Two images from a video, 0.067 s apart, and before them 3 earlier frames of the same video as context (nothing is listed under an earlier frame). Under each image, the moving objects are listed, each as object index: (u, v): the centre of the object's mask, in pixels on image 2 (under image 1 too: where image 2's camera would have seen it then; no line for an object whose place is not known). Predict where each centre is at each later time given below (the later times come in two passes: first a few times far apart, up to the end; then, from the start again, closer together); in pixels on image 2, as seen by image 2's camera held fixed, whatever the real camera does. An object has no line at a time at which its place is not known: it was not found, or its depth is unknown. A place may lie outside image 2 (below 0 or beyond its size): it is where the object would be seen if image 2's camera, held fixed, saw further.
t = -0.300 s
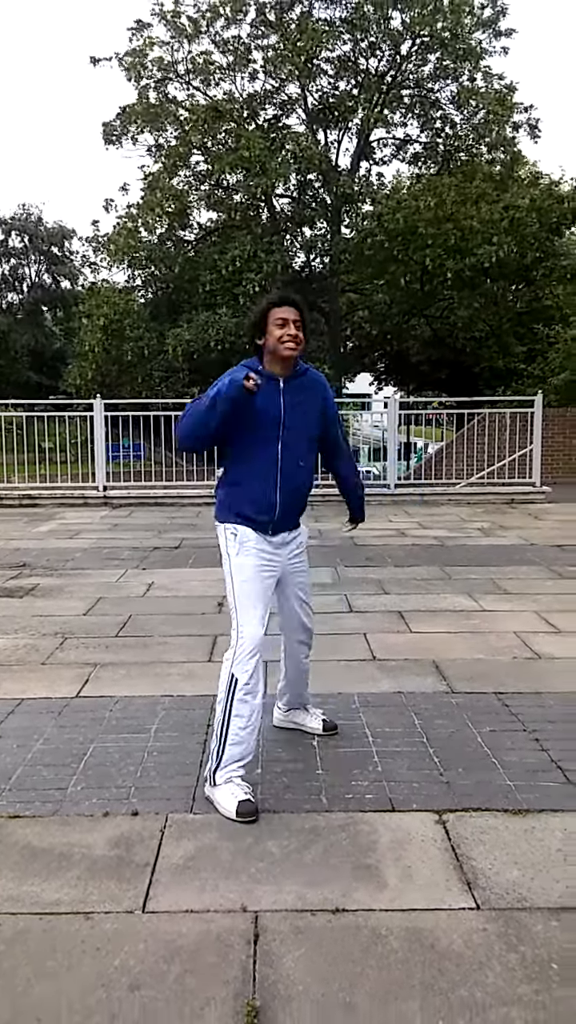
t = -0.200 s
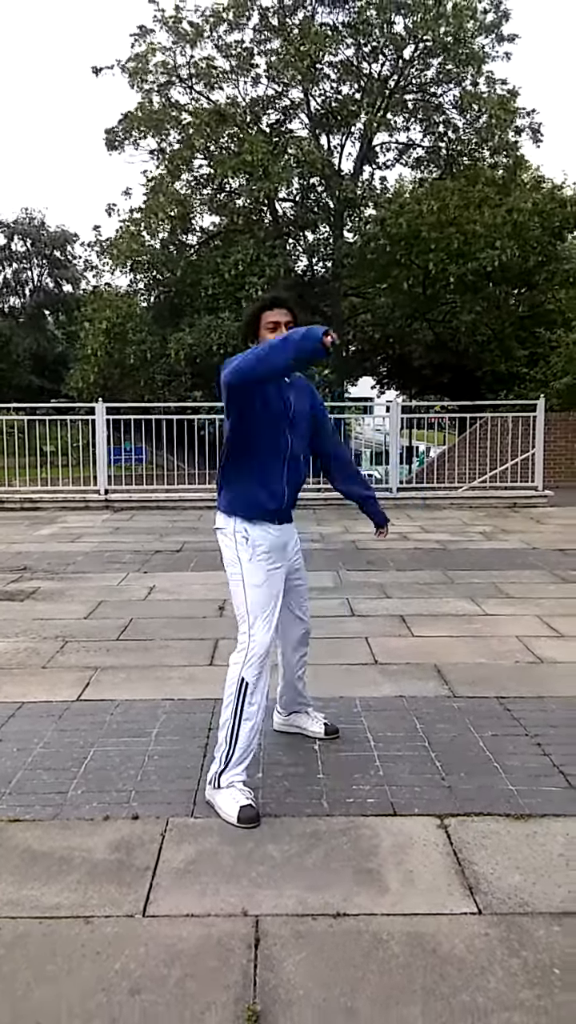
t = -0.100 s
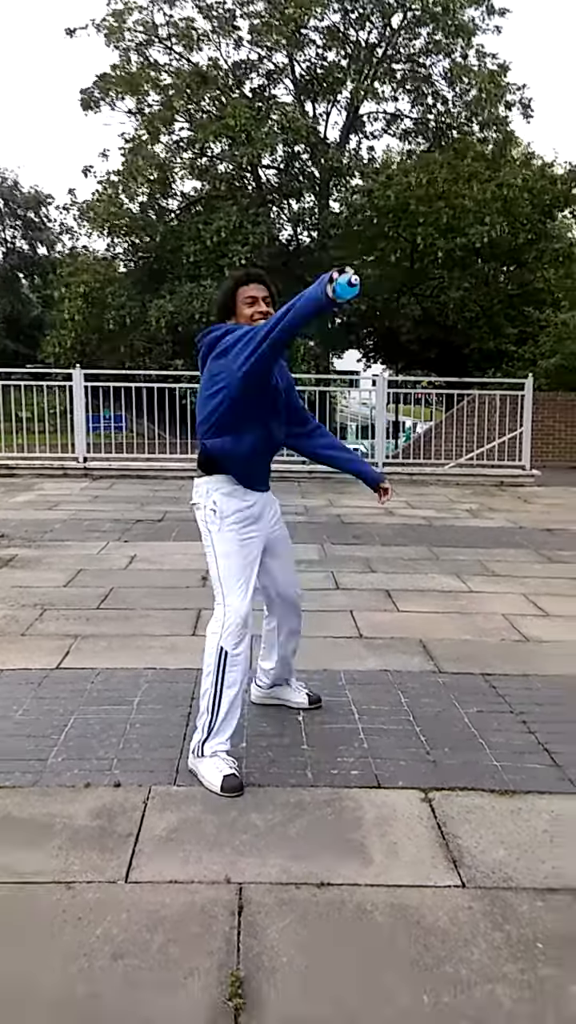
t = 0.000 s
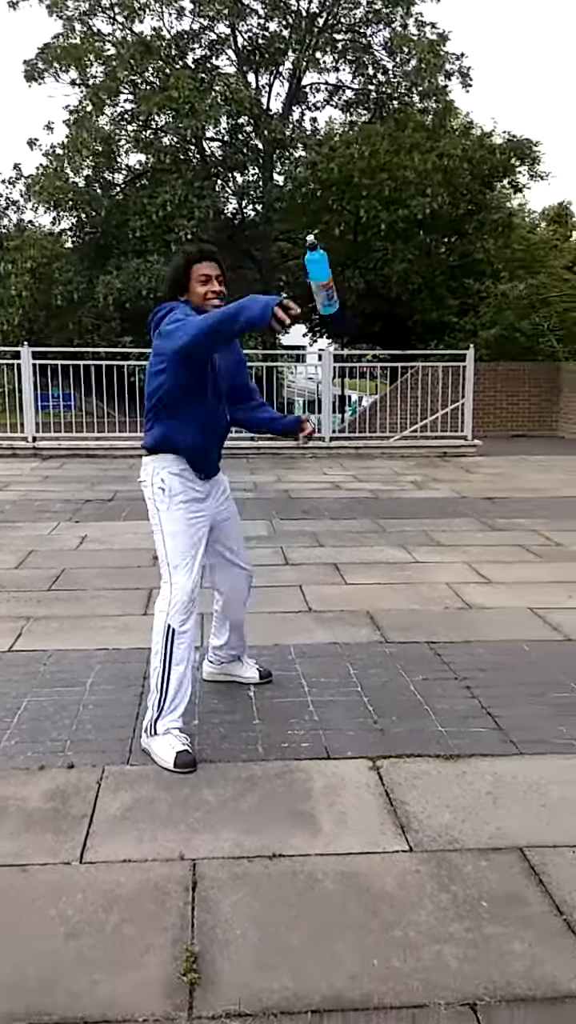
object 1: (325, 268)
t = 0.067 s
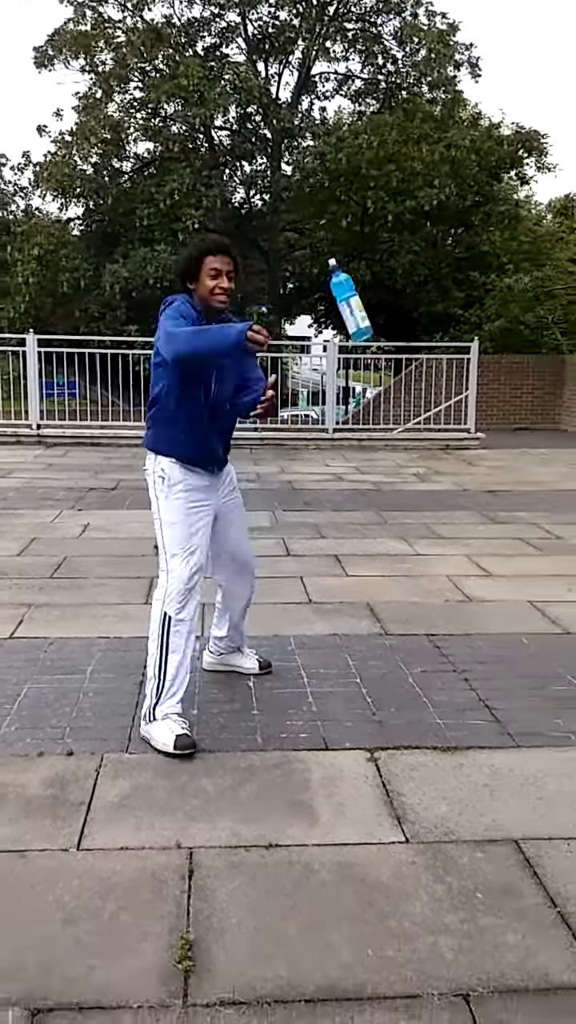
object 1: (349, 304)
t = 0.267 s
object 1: (416, 506)
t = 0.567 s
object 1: (509, 757)
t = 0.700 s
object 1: (538, 692)
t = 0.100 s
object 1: (361, 328)
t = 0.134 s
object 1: (375, 358)
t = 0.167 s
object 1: (384, 390)
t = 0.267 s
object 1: (416, 506)
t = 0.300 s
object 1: (429, 552)
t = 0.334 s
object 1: (441, 605)
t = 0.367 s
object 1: (454, 659)
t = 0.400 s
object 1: (466, 718)
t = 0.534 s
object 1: (502, 786)
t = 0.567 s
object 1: (509, 757)
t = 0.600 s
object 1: (516, 732)
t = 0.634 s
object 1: (524, 713)
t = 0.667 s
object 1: (532, 700)
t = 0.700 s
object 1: (538, 692)
